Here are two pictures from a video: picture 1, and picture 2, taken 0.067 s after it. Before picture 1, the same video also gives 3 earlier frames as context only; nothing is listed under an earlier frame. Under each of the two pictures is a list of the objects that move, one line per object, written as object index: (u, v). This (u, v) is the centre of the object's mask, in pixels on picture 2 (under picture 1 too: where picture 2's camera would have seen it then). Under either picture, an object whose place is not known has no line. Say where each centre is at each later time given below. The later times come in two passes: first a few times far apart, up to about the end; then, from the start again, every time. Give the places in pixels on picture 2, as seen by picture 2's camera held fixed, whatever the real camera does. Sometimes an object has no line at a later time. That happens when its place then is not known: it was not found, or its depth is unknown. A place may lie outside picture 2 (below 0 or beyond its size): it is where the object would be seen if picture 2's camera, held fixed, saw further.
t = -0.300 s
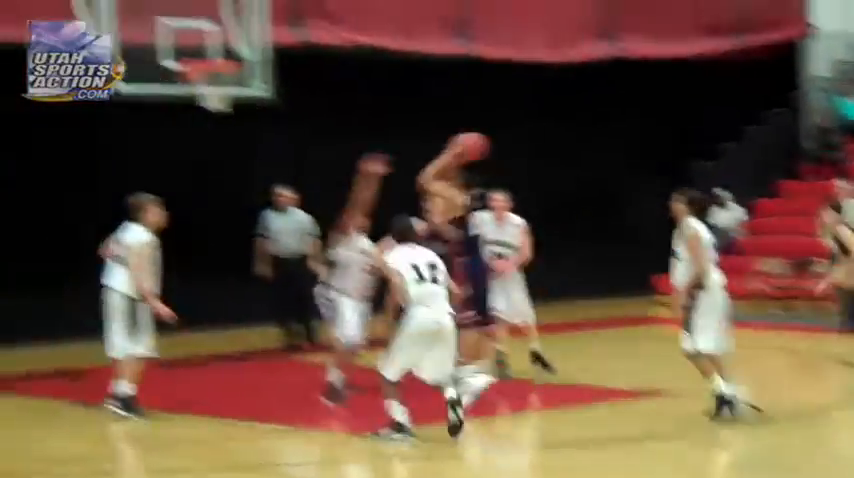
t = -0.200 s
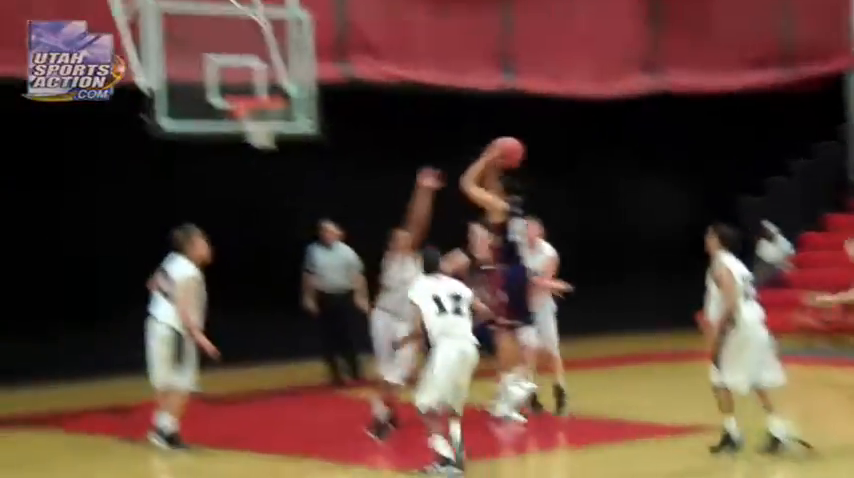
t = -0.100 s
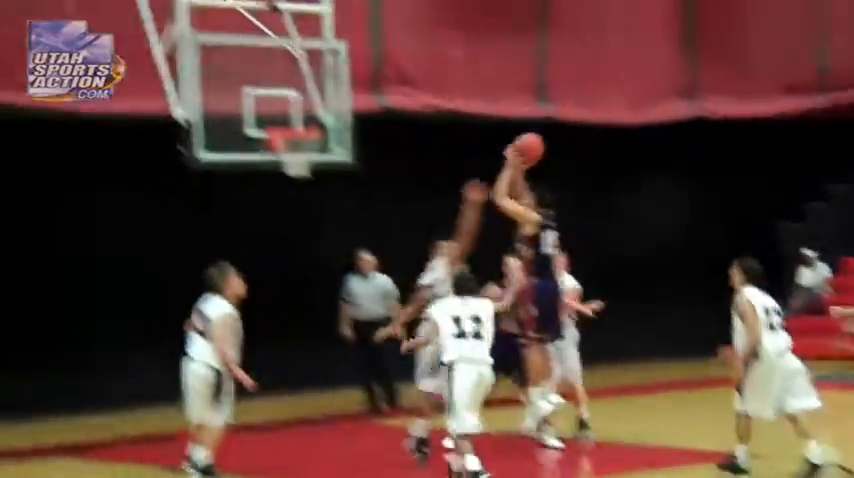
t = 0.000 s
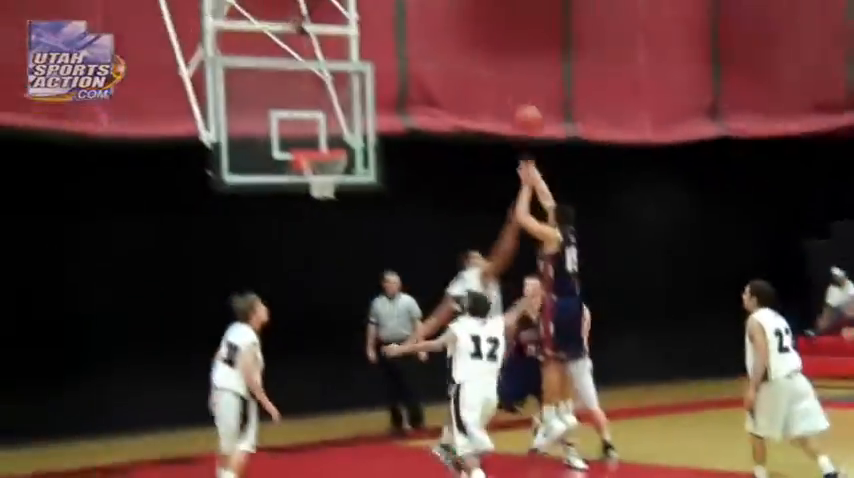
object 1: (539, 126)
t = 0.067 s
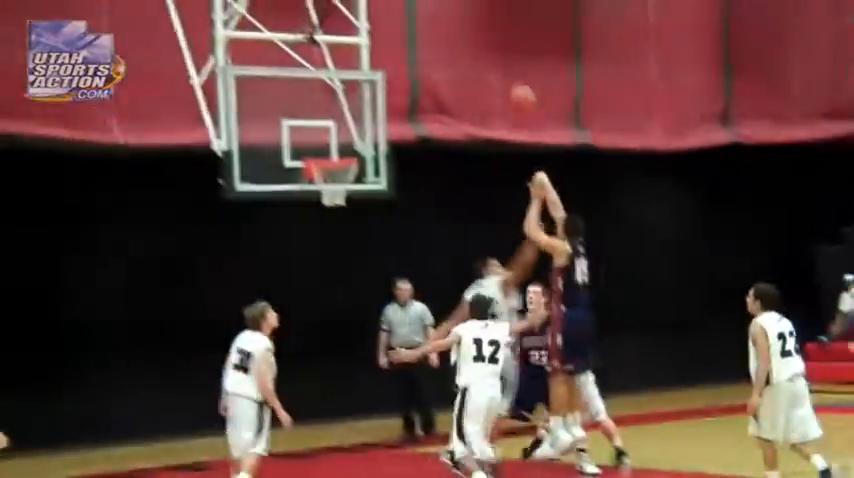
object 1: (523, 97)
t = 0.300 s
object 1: (463, 42)
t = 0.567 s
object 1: (405, 53)
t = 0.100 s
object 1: (515, 84)
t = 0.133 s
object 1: (504, 76)
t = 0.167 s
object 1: (496, 64)
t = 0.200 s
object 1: (487, 58)
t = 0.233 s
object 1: (479, 52)
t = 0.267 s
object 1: (471, 46)
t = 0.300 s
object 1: (463, 42)
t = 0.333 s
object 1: (455, 39)
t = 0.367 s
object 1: (447, 39)
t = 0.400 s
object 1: (440, 40)
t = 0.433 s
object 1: (432, 38)
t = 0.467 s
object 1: (426, 40)
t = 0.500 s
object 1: (419, 46)
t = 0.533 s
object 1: (411, 48)
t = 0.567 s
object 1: (405, 53)
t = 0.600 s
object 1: (399, 60)
